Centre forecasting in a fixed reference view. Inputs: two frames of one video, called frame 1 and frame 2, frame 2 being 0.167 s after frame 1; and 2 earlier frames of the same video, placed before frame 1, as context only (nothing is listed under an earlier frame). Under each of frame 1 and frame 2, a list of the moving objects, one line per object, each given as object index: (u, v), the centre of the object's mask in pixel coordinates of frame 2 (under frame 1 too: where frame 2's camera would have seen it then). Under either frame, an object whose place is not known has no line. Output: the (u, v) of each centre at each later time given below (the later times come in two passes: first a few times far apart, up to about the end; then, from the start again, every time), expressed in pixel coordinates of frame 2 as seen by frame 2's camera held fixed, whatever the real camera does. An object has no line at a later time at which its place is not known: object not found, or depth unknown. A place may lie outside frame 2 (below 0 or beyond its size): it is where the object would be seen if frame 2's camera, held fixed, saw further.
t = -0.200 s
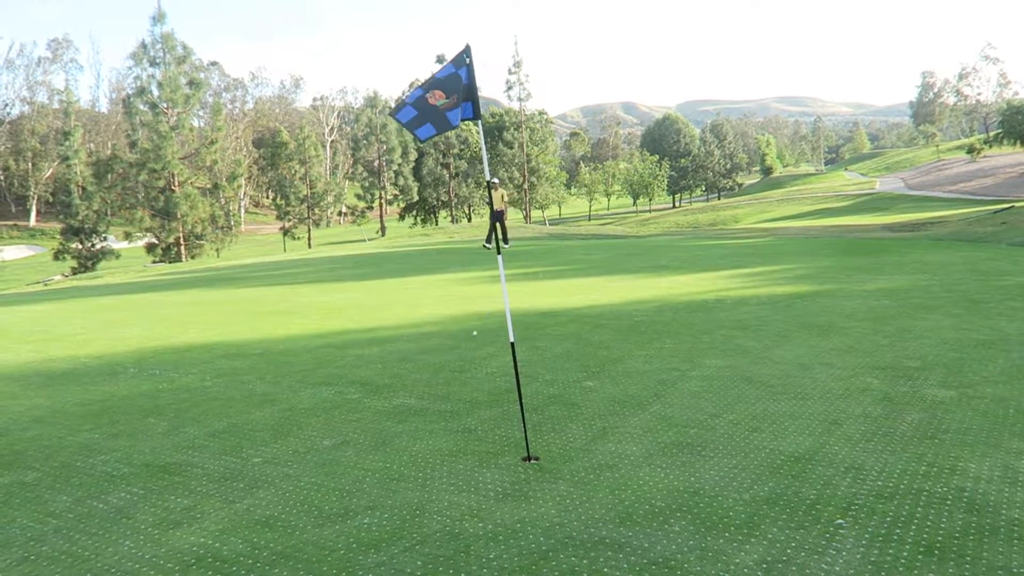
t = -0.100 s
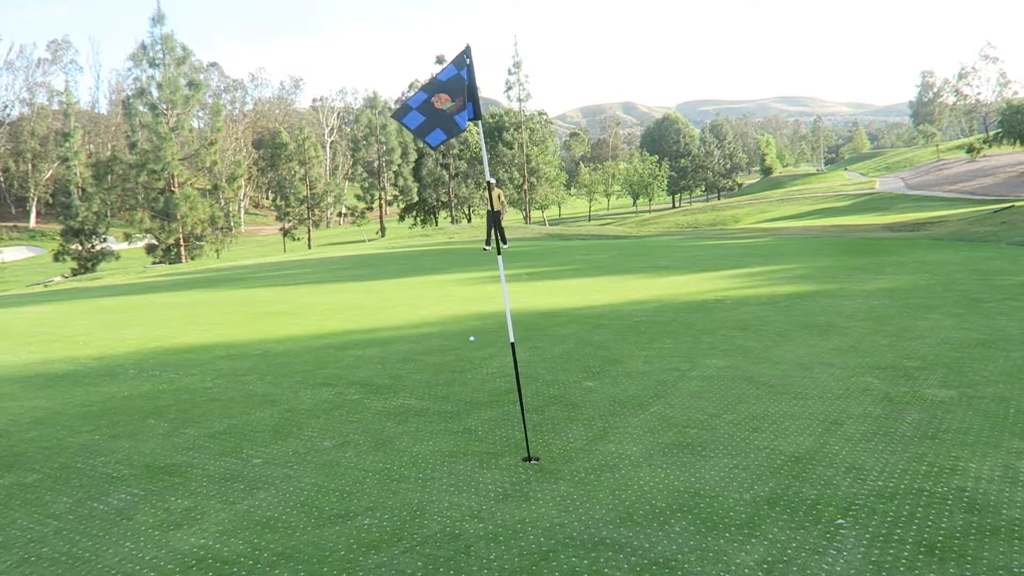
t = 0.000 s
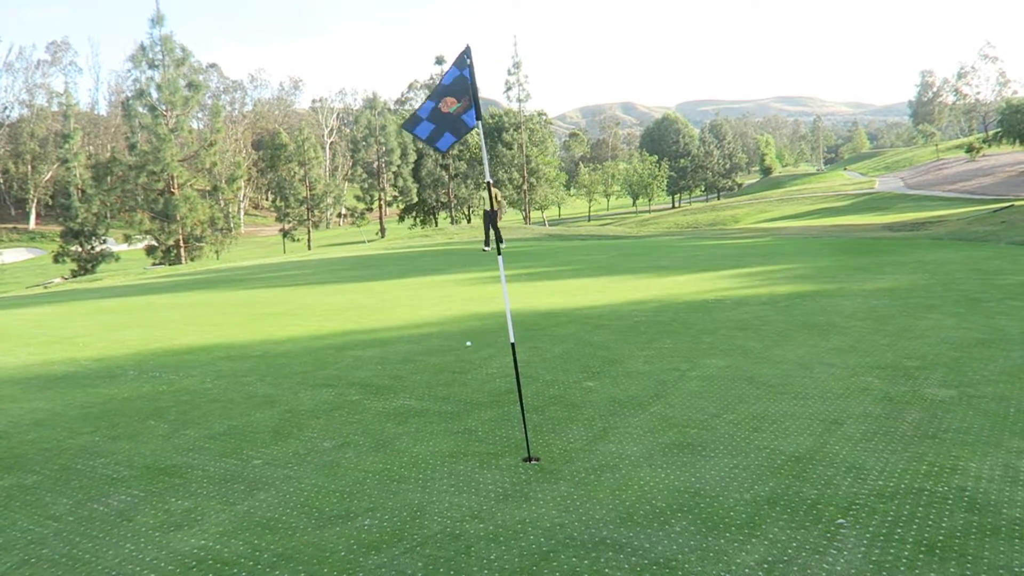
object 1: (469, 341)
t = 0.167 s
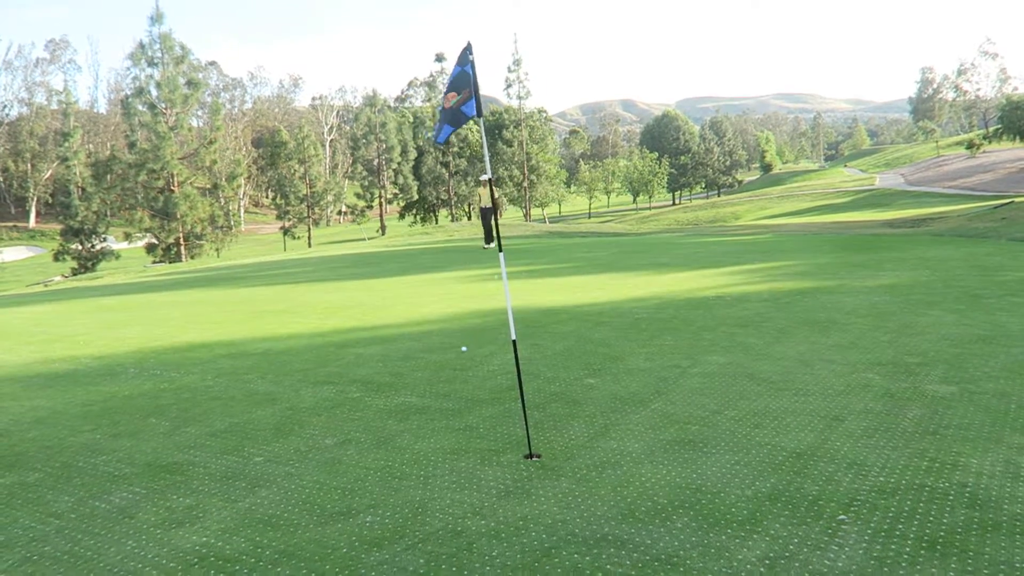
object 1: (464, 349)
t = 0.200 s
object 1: (462, 350)
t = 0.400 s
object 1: (456, 360)
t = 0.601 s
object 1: (448, 370)
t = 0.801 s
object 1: (441, 379)
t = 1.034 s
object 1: (431, 393)
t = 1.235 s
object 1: (423, 404)
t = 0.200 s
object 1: (462, 350)
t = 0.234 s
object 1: (462, 352)
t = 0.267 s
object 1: (460, 354)
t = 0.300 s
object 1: (459, 355)
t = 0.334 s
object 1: (458, 356)
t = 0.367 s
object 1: (457, 358)
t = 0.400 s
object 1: (456, 360)
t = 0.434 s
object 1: (455, 361)
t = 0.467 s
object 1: (453, 363)
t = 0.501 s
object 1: (452, 364)
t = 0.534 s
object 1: (451, 366)
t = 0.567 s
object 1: (450, 368)
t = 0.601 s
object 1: (448, 370)
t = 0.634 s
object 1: (447, 371)
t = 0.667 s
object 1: (446, 373)
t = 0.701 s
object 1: (445, 375)
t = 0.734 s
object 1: (443, 376)
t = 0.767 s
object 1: (442, 379)
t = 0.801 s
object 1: (441, 379)
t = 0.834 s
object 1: (439, 381)
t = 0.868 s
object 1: (438, 384)
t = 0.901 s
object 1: (437, 385)
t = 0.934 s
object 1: (435, 387)
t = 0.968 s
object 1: (434, 389)
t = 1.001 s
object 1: (433, 391)
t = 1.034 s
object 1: (431, 393)
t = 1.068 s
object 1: (430, 394)
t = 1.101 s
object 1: (429, 396)
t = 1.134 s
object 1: (427, 398)
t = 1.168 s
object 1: (426, 400)
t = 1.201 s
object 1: (424, 402)
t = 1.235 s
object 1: (423, 404)
